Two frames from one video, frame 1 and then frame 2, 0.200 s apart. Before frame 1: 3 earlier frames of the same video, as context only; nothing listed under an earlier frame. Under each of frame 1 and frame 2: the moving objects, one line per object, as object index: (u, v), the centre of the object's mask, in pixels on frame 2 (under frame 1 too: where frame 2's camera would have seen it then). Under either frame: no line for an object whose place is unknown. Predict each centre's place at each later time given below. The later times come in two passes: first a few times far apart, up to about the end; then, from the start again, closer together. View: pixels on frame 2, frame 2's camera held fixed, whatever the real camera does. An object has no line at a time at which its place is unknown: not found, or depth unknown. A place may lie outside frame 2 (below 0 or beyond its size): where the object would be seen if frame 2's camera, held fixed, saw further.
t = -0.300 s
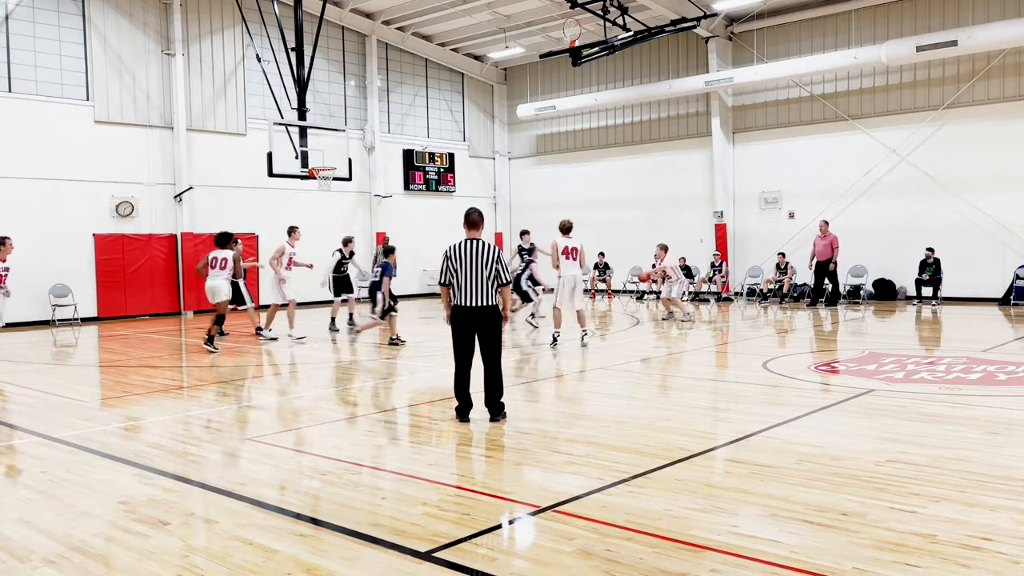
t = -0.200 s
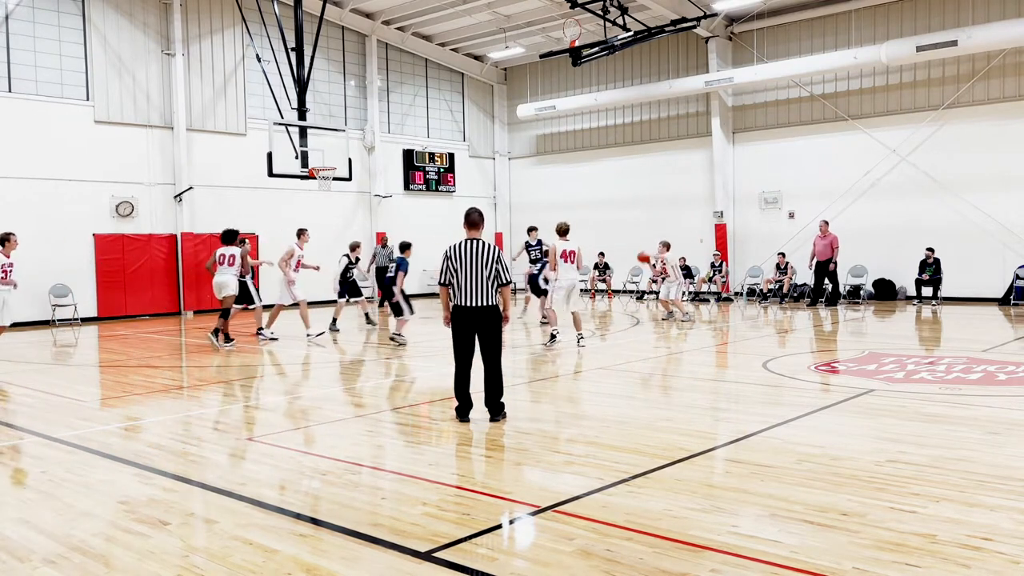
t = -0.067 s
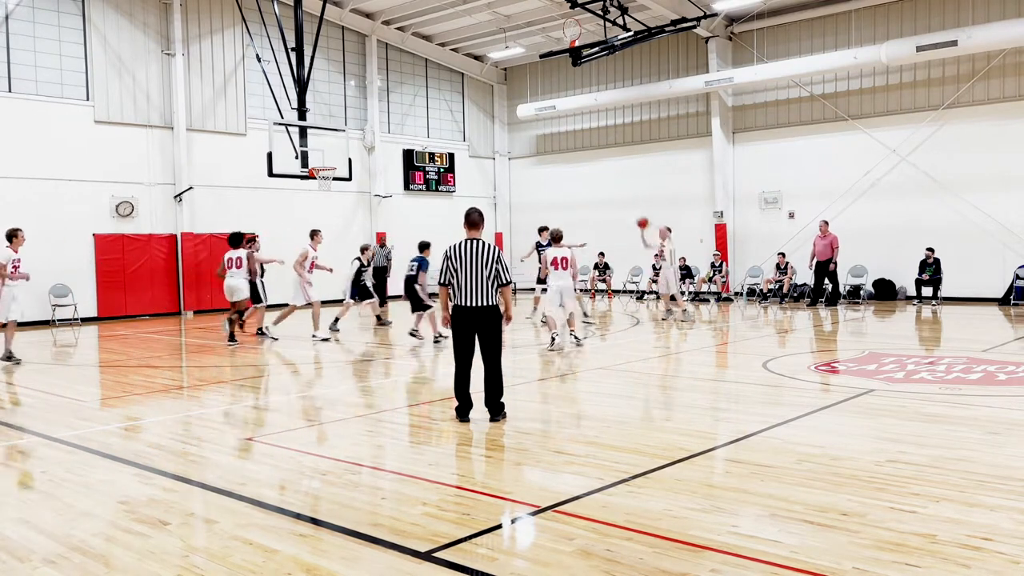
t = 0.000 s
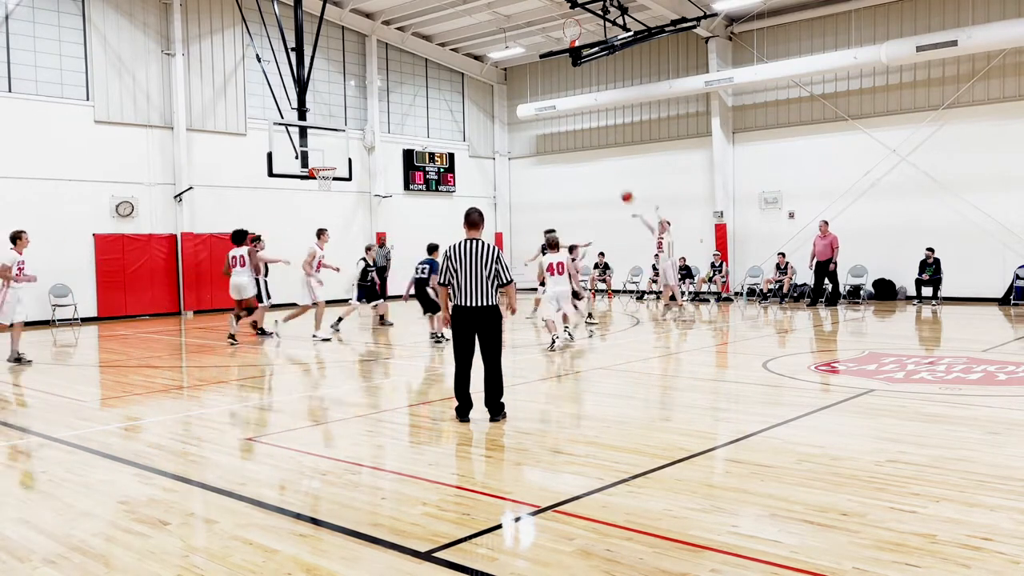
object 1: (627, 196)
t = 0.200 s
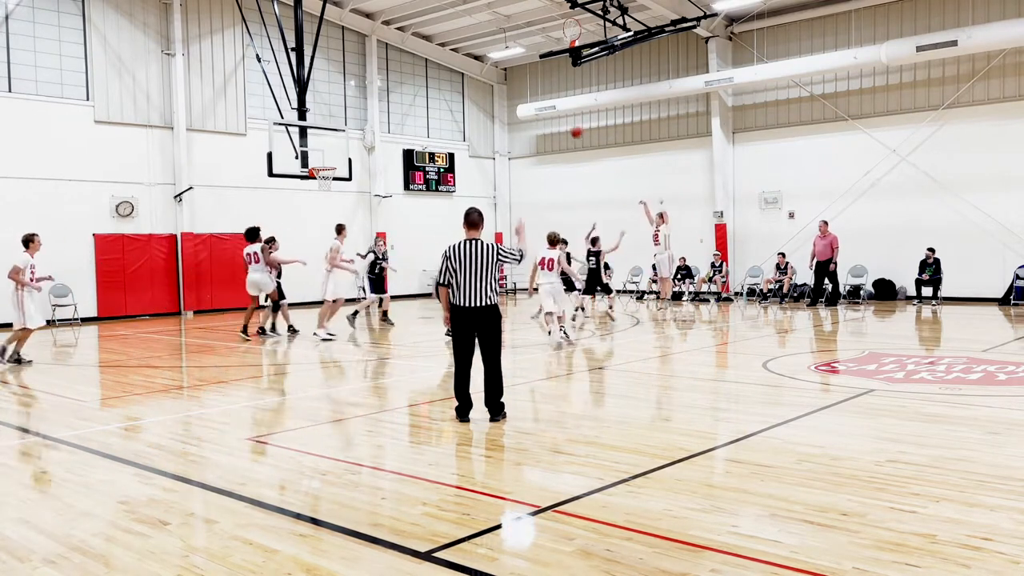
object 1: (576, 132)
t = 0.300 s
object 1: (551, 108)
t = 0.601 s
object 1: (480, 66)
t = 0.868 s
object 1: (420, 68)
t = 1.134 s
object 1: (363, 106)
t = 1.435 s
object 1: (326, 155)
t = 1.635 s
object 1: (340, 136)
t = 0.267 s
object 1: (560, 115)
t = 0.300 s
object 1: (551, 108)
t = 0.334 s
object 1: (543, 99)
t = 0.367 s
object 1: (535, 93)
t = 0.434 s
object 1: (519, 83)
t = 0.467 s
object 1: (511, 78)
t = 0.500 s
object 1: (504, 74)
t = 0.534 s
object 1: (495, 70)
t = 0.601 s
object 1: (480, 66)
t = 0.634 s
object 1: (472, 64)
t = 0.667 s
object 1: (465, 63)
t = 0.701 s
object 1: (457, 62)
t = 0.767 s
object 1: (442, 63)
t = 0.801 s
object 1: (435, 65)
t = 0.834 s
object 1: (427, 66)
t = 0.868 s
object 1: (420, 68)
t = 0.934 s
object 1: (405, 74)
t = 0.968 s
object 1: (398, 78)
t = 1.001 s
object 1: (391, 83)
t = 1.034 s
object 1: (384, 88)
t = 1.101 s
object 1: (370, 99)
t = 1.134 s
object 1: (363, 106)
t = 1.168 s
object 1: (356, 113)
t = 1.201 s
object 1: (350, 120)
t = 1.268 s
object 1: (336, 137)
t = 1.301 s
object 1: (330, 146)
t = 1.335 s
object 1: (323, 155)
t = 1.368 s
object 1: (322, 161)
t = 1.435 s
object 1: (326, 155)
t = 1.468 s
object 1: (328, 151)
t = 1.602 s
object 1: (338, 138)
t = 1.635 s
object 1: (340, 136)
